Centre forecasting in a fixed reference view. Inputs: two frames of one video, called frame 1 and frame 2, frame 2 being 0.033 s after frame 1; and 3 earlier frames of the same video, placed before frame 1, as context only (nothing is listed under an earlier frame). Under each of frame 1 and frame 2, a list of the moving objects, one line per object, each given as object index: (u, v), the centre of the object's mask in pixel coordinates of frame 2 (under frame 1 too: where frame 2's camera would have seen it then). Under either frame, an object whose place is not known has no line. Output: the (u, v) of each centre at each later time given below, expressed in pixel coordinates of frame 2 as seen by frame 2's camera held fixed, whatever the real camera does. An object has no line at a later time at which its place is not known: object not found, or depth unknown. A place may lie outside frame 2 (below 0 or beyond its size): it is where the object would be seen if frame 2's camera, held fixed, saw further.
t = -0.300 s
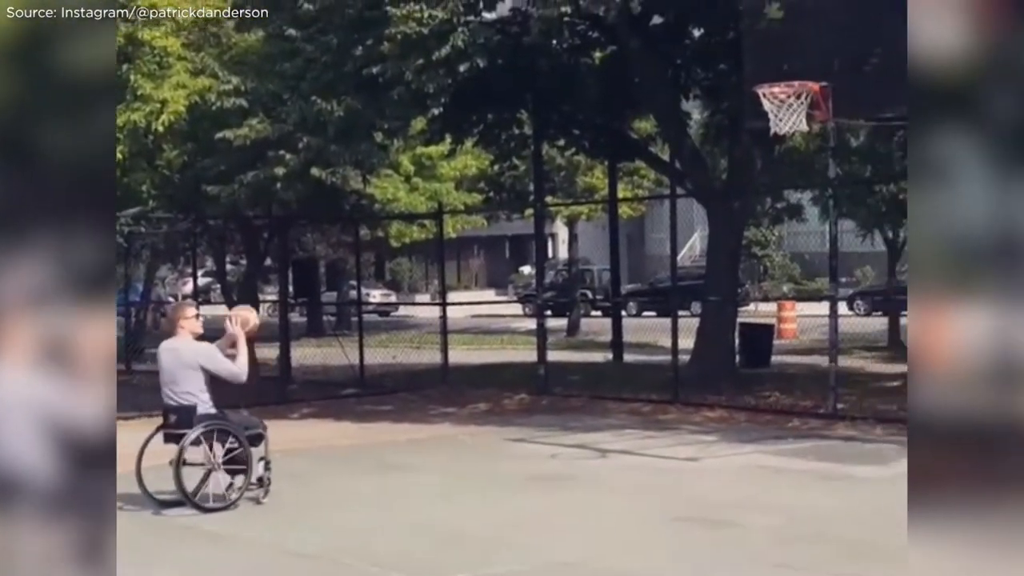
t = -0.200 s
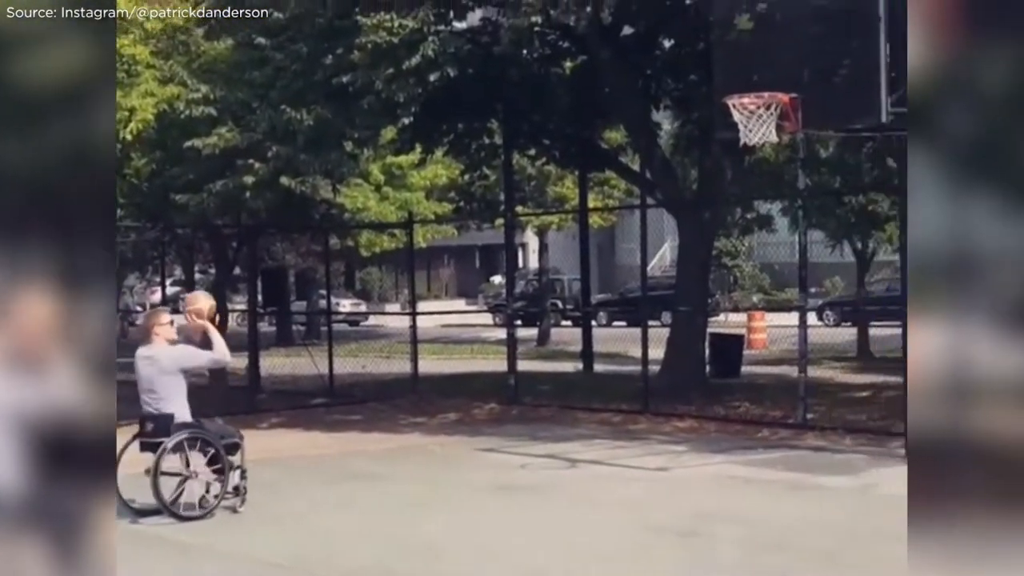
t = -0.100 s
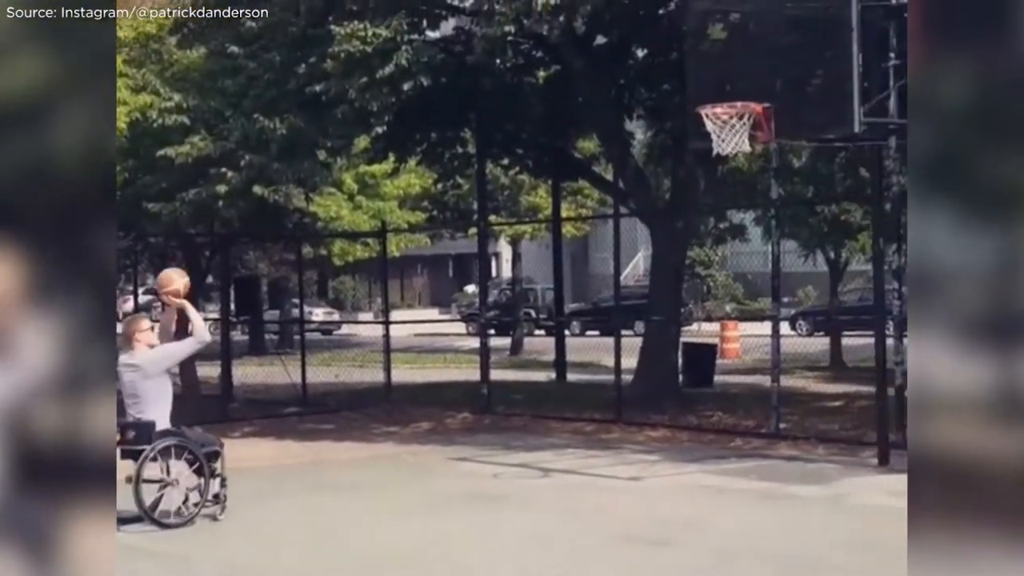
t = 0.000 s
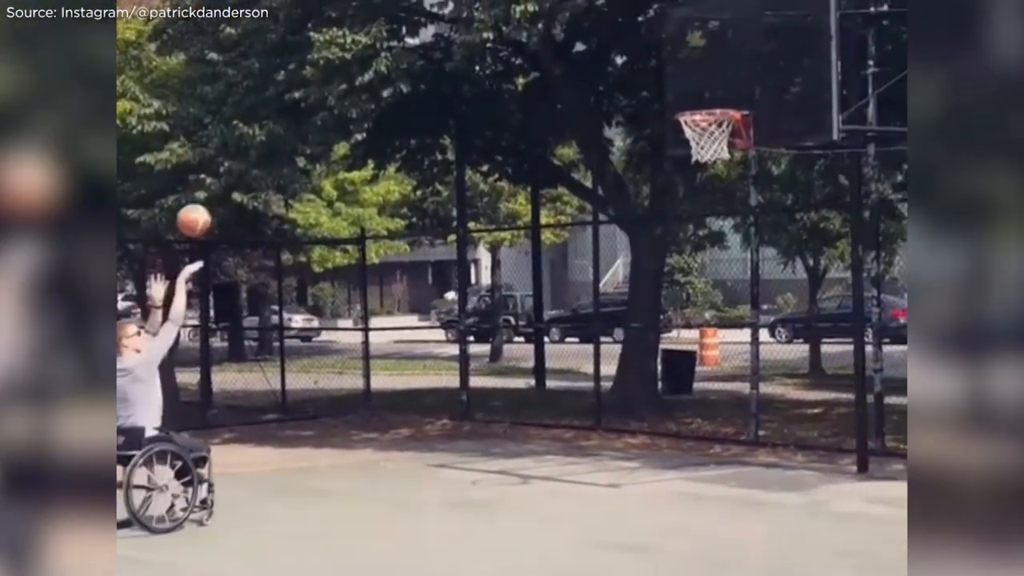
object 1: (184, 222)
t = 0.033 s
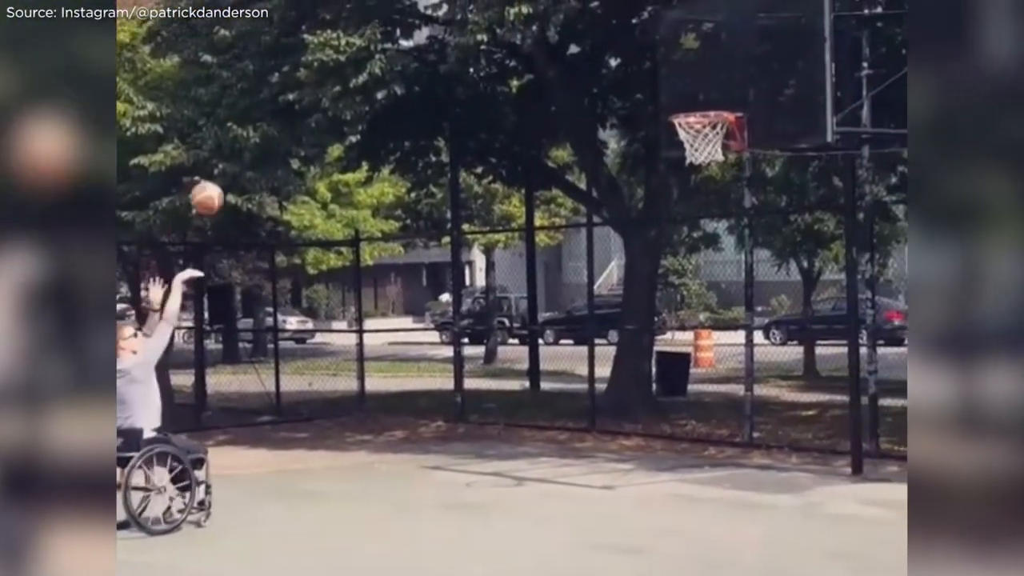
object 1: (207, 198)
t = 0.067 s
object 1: (226, 174)
